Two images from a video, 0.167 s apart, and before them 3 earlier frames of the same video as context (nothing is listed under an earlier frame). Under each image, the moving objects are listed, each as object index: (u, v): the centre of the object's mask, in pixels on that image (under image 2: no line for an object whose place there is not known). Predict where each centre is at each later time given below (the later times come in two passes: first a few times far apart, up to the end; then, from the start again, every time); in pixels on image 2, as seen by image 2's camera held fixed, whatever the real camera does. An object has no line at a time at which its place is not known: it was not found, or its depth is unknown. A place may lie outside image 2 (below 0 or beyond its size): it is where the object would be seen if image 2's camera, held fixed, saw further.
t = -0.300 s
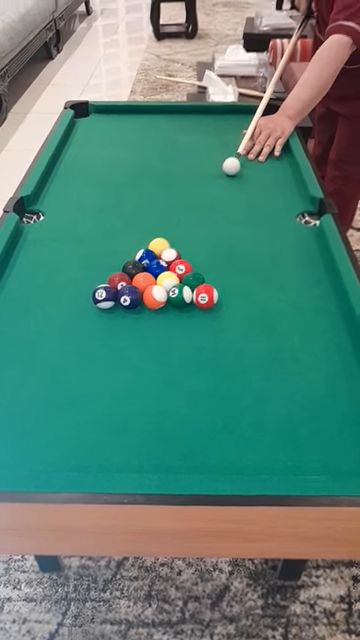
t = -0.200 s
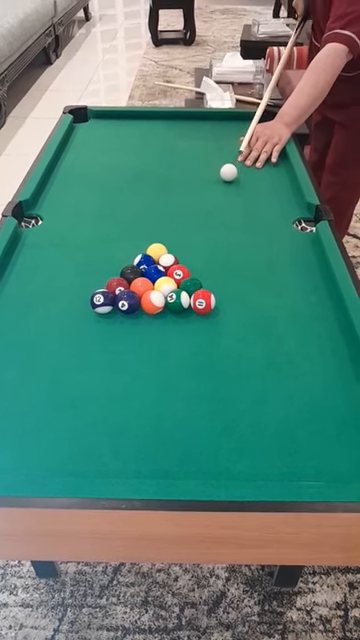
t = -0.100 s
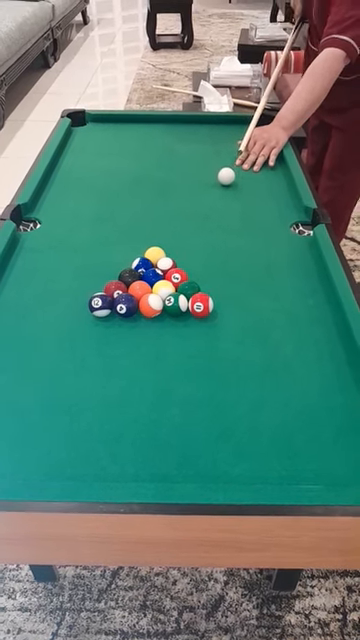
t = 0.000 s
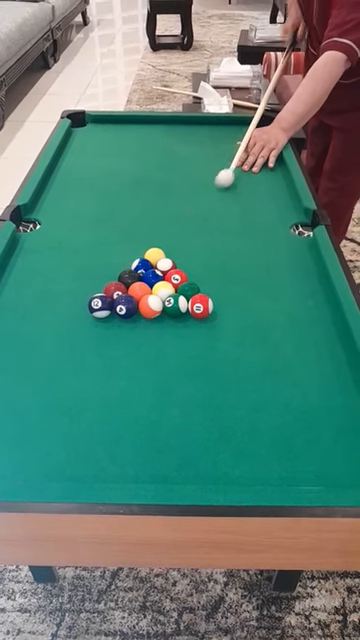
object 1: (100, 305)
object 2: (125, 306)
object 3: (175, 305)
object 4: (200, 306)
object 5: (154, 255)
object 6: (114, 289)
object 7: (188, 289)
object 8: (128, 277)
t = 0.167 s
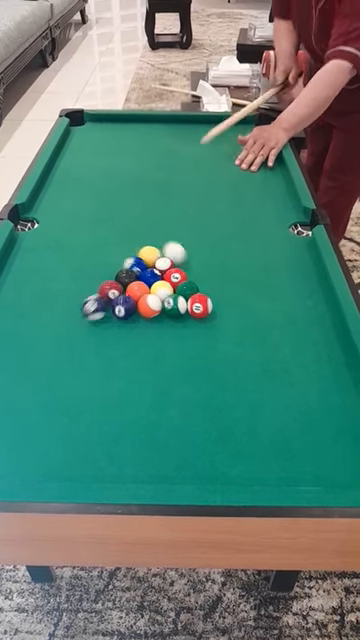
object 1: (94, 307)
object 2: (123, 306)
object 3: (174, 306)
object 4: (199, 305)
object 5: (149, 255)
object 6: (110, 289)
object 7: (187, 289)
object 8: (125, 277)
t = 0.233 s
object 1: (77, 321)
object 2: (123, 314)
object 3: (179, 313)
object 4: (206, 308)
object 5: (137, 252)
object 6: (98, 290)
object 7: (188, 292)
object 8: (122, 279)
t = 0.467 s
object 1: (21, 363)
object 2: (124, 337)
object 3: (193, 334)
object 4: (223, 314)
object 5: (102, 241)
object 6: (65, 284)
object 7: (194, 307)
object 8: (116, 278)
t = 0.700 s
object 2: (123, 356)
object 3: (205, 350)
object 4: (235, 317)
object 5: (74, 230)
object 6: (38, 279)
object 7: (198, 316)
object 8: (114, 278)
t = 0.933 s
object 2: (123, 370)
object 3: (214, 362)
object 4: (238, 317)
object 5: (54, 221)
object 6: (18, 274)
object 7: (200, 320)
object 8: (114, 278)
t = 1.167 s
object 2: (123, 376)
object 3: (219, 368)
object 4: (238, 317)
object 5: (39, 214)
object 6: (6, 270)
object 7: (201, 319)
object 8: (114, 278)
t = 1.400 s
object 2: (123, 376)
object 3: (220, 367)
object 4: (238, 317)
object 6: (10, 268)
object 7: (200, 319)
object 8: (114, 277)
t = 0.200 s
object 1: (86, 314)
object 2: (123, 310)
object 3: (177, 309)
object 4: (203, 307)
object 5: (143, 254)
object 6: (104, 291)
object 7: (187, 290)
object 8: (123, 278)
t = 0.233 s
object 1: (77, 321)
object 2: (123, 314)
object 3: (179, 313)
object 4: (206, 308)
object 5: (137, 252)
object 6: (98, 290)
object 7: (188, 292)
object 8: (122, 279)
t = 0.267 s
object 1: (70, 327)
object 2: (124, 317)
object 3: (181, 316)
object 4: (208, 310)
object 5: (132, 251)
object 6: (93, 289)
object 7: (188, 295)
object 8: (121, 279)
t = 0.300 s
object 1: (63, 332)
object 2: (123, 320)
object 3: (182, 319)
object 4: (211, 310)
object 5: (126, 249)
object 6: (88, 289)
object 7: (189, 297)
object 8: (120, 278)
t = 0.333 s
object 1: (55, 338)
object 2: (123, 324)
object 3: (185, 322)
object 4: (214, 311)
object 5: (121, 247)
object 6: (83, 288)
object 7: (190, 299)
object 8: (119, 279)
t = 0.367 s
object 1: (46, 345)
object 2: (123, 328)
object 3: (187, 324)
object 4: (216, 312)
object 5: (116, 246)
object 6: (78, 287)
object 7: (191, 301)
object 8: (118, 279)
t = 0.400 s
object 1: (38, 351)
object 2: (123, 331)
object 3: (189, 327)
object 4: (219, 313)
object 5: (111, 244)
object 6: (74, 286)
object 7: (192, 303)
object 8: (118, 278)
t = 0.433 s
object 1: (30, 357)
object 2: (123, 334)
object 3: (191, 331)
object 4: (221, 313)
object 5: (107, 242)
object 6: (69, 285)
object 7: (193, 305)
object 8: (117, 278)
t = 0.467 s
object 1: (21, 363)
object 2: (124, 337)
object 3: (193, 334)
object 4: (223, 314)
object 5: (102, 241)
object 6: (65, 284)
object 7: (194, 307)
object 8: (116, 278)
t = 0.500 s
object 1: (13, 370)
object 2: (124, 340)
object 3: (195, 337)
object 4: (226, 315)
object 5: (98, 239)
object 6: (60, 283)
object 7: (195, 309)
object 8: (116, 278)
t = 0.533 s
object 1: (8, 375)
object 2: (124, 342)
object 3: (197, 339)
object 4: (228, 315)
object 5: (94, 237)
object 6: (56, 283)
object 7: (195, 310)
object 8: (115, 278)
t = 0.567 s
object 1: (3, 380)
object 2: (124, 345)
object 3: (199, 342)
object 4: (229, 316)
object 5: (90, 236)
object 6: (52, 282)
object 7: (196, 312)
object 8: (115, 278)
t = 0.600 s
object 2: (123, 348)
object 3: (200, 344)
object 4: (231, 316)
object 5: (86, 234)
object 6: (48, 281)
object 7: (196, 313)
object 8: (114, 278)
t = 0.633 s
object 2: (123, 351)
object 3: (202, 346)
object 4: (233, 317)
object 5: (82, 233)
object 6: (45, 280)
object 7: (197, 314)
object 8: (114, 278)
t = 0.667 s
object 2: (123, 353)
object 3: (203, 348)
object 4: (234, 317)
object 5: (78, 231)
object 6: (41, 279)
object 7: (198, 316)
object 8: (114, 278)
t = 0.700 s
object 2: (123, 356)
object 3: (205, 350)
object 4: (235, 317)
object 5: (74, 230)
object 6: (38, 279)
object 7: (198, 316)
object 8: (114, 278)
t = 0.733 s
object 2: (123, 358)
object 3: (207, 353)
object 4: (236, 317)
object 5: (71, 229)
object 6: (34, 278)
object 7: (198, 317)
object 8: (114, 278)
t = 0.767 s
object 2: (123, 360)
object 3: (208, 355)
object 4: (237, 317)
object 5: (68, 227)
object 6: (31, 278)
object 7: (199, 318)
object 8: (114, 278)
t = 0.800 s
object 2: (123, 363)
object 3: (210, 357)
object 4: (237, 317)
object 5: (65, 226)
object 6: (29, 277)
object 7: (199, 318)
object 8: (114, 278)
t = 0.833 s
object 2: (123, 365)
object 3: (211, 360)
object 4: (238, 317)
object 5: (62, 225)
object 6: (26, 277)
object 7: (200, 318)
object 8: (114, 278)
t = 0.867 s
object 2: (123, 367)
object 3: (212, 360)
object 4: (238, 317)
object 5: (59, 224)
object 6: (23, 276)
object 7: (200, 319)
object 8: (114, 278)
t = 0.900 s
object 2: (123, 368)
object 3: (213, 361)
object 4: (238, 317)
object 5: (56, 222)
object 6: (20, 275)
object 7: (200, 319)
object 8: (114, 278)
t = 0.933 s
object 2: (123, 370)
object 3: (214, 362)
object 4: (238, 317)
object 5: (54, 221)
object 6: (18, 274)
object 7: (200, 320)
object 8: (114, 278)
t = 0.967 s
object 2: (123, 371)
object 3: (215, 364)
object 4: (238, 317)
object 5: (51, 220)
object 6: (15, 274)
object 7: (201, 320)
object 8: (114, 278)
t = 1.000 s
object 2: (123, 372)
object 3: (216, 365)
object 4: (238, 317)
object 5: (49, 219)
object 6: (13, 273)
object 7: (201, 320)
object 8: (114, 278)
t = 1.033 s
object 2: (123, 373)
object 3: (217, 366)
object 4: (238, 317)
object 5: (47, 218)
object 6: (11, 272)
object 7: (201, 320)
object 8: (114, 278)
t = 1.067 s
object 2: (123, 375)
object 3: (218, 366)
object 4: (238, 317)
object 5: (45, 217)
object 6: (9, 272)
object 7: (201, 319)
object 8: (114, 278)
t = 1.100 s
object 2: (123, 376)
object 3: (218, 367)
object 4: (238, 317)
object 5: (43, 216)
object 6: (8, 272)
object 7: (201, 320)
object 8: (114, 278)
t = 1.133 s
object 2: (123, 376)
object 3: (219, 367)
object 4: (238, 317)
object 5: (40, 215)
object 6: (7, 271)
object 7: (201, 320)
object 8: (114, 278)
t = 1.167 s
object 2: (123, 376)
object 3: (219, 368)
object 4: (238, 317)
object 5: (39, 214)
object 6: (6, 270)
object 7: (201, 319)
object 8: (114, 278)
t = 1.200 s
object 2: (123, 377)
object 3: (220, 368)
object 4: (238, 317)
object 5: (37, 213)
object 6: (7, 270)
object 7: (200, 320)
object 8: (114, 278)
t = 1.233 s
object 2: (123, 377)
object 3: (221, 368)
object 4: (238, 317)
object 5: (35, 212)
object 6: (8, 270)
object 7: (200, 319)
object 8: (114, 278)
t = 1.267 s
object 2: (123, 377)
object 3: (221, 368)
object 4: (238, 317)
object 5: (32, 213)
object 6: (8, 269)
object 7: (200, 319)
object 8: (114, 278)
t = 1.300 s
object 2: (123, 377)
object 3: (221, 368)
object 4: (238, 317)
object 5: (28, 216)
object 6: (8, 269)
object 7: (200, 319)
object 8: (114, 278)
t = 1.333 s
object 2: (123, 377)
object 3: (220, 368)
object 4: (238, 317)
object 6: (9, 268)
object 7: (200, 319)
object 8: (114, 278)
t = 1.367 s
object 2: (123, 377)
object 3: (220, 367)
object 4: (238, 317)
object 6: (10, 268)
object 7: (200, 319)
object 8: (114, 278)
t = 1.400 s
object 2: (123, 376)
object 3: (220, 367)
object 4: (238, 317)
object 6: (10, 268)
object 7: (200, 319)
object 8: (114, 277)
